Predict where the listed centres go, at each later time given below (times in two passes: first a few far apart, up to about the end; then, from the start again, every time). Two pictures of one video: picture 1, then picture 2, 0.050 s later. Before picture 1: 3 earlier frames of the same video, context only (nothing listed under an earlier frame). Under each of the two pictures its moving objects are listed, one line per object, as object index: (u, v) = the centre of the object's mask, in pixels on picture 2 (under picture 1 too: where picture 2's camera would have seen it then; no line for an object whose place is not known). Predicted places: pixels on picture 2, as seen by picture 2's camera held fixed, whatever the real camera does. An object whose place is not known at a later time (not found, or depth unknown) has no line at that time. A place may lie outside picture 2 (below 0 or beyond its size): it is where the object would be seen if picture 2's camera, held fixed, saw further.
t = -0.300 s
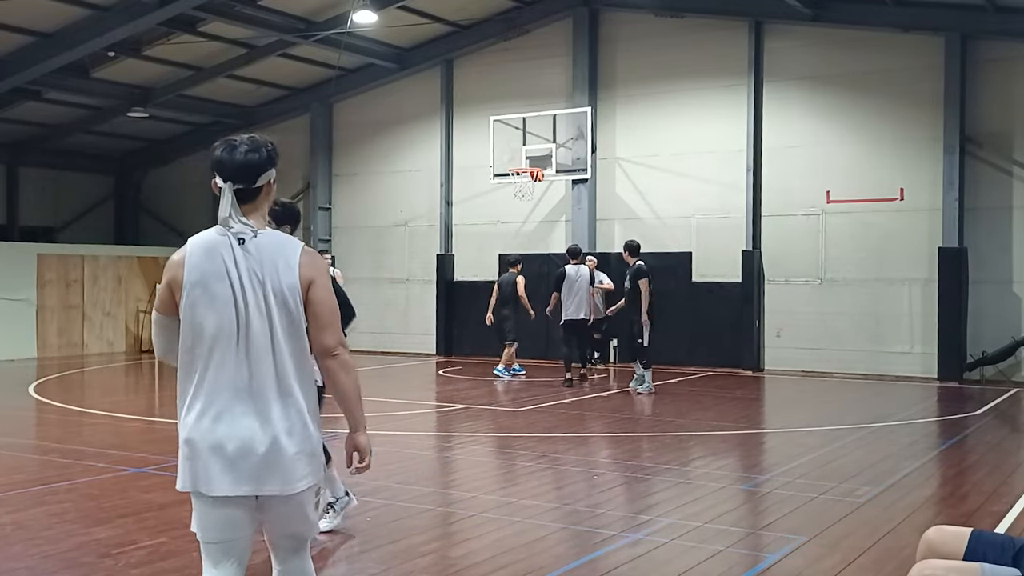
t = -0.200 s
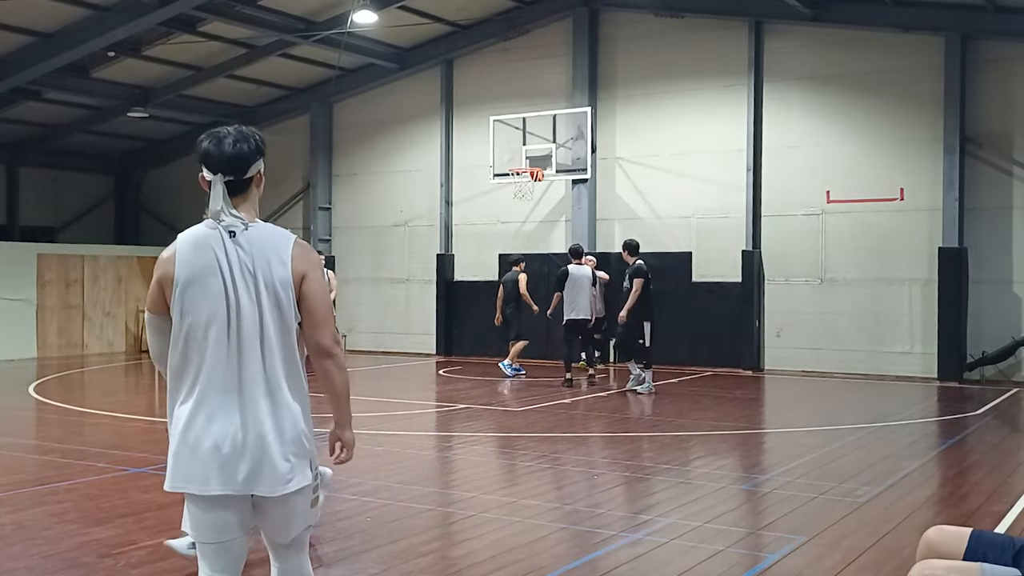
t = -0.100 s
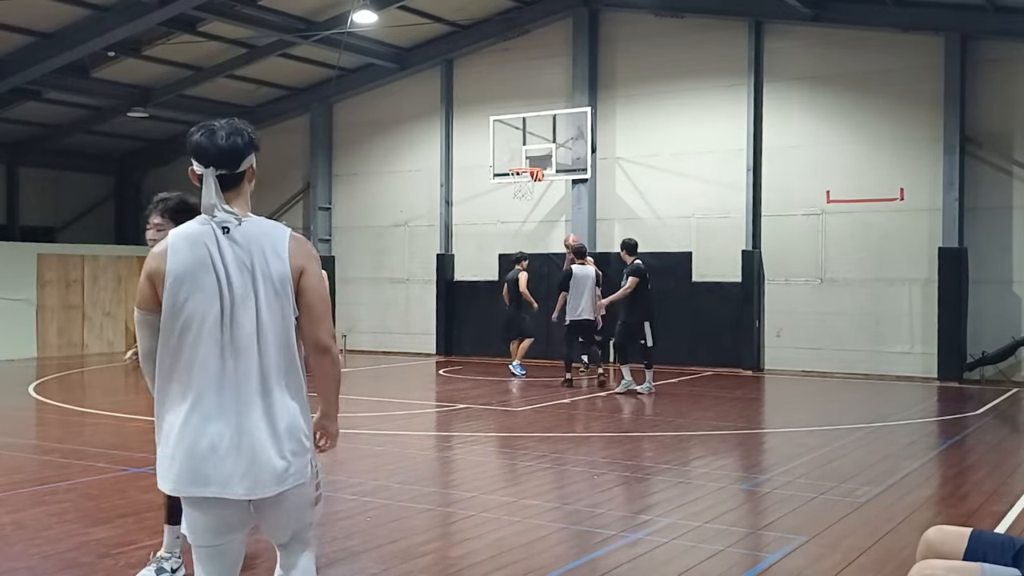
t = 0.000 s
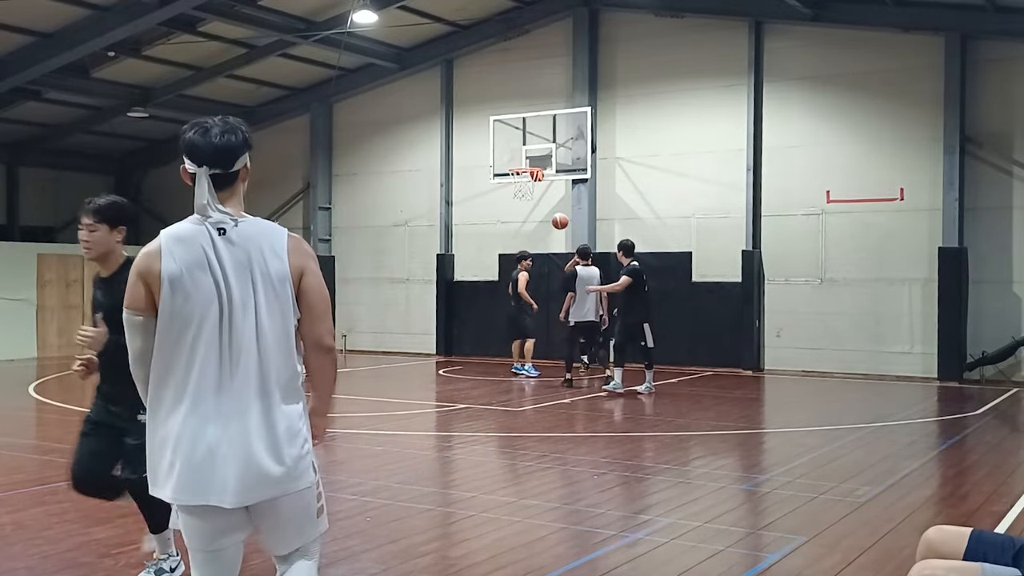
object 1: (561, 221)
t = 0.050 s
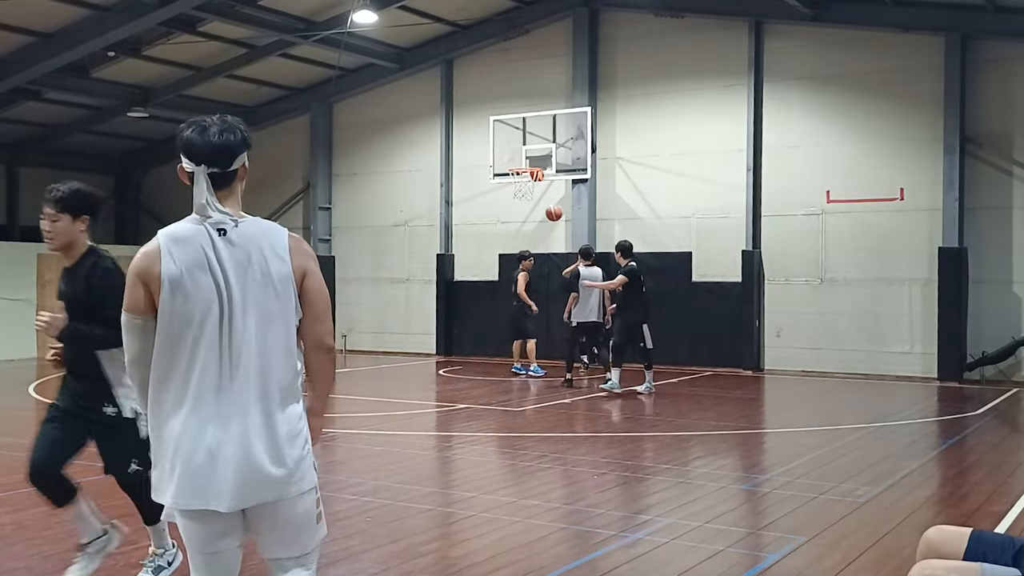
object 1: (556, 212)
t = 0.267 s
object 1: (527, 194)
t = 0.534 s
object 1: (481, 219)
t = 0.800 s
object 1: (424, 318)
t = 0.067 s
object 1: (554, 211)
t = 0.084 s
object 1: (552, 208)
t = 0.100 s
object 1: (550, 206)
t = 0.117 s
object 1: (548, 204)
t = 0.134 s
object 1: (546, 202)
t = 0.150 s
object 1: (541, 200)
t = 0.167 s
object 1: (541, 199)
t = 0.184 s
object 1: (539, 198)
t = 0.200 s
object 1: (537, 197)
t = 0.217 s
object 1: (535, 196)
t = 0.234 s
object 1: (532, 195)
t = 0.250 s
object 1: (530, 195)
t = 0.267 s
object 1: (527, 194)
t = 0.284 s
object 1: (524, 194)
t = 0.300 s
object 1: (522, 194)
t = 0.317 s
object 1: (519, 195)
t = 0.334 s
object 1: (517, 195)
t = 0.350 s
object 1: (513, 196)
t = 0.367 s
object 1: (511, 196)
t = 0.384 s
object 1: (508, 198)
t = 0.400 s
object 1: (505, 199)
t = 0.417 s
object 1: (502, 201)
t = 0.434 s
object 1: (499, 203)
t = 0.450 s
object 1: (496, 204)
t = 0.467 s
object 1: (493, 206)
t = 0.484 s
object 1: (490, 209)
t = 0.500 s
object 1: (487, 212)
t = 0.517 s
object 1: (484, 216)
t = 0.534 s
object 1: (481, 219)
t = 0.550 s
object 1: (478, 223)
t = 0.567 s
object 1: (475, 227)
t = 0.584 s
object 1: (472, 231)
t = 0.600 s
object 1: (468, 235)
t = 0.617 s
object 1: (465, 240)
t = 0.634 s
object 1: (461, 245)
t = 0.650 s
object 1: (459, 250)
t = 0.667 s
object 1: (454, 257)
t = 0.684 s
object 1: (451, 263)
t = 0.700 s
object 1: (445, 269)
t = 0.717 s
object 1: (441, 278)
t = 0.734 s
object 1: (440, 286)
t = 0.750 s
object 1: (436, 292)
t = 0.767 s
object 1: (432, 300)
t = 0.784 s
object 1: (429, 310)
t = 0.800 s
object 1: (424, 318)
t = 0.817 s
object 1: (420, 328)
